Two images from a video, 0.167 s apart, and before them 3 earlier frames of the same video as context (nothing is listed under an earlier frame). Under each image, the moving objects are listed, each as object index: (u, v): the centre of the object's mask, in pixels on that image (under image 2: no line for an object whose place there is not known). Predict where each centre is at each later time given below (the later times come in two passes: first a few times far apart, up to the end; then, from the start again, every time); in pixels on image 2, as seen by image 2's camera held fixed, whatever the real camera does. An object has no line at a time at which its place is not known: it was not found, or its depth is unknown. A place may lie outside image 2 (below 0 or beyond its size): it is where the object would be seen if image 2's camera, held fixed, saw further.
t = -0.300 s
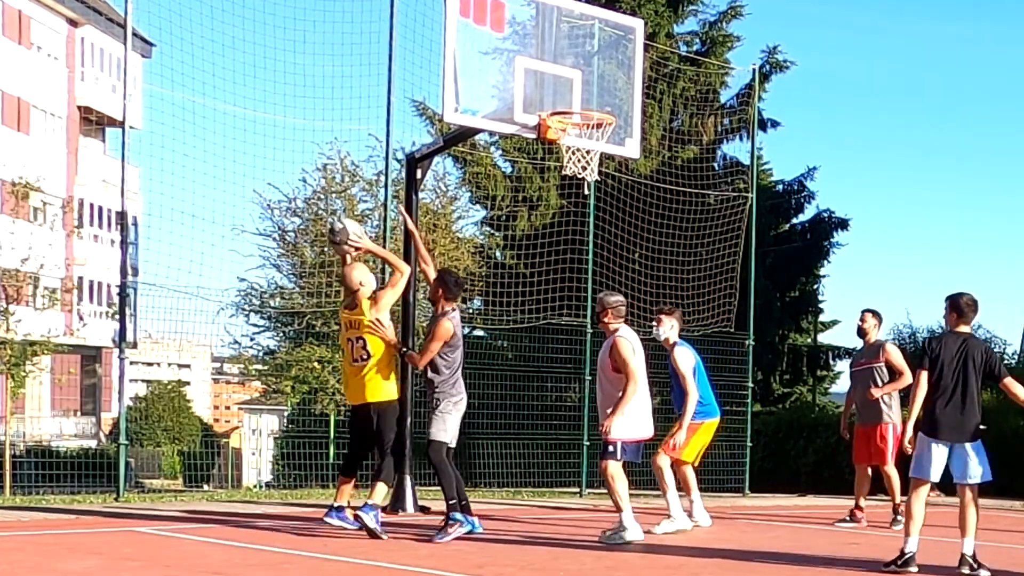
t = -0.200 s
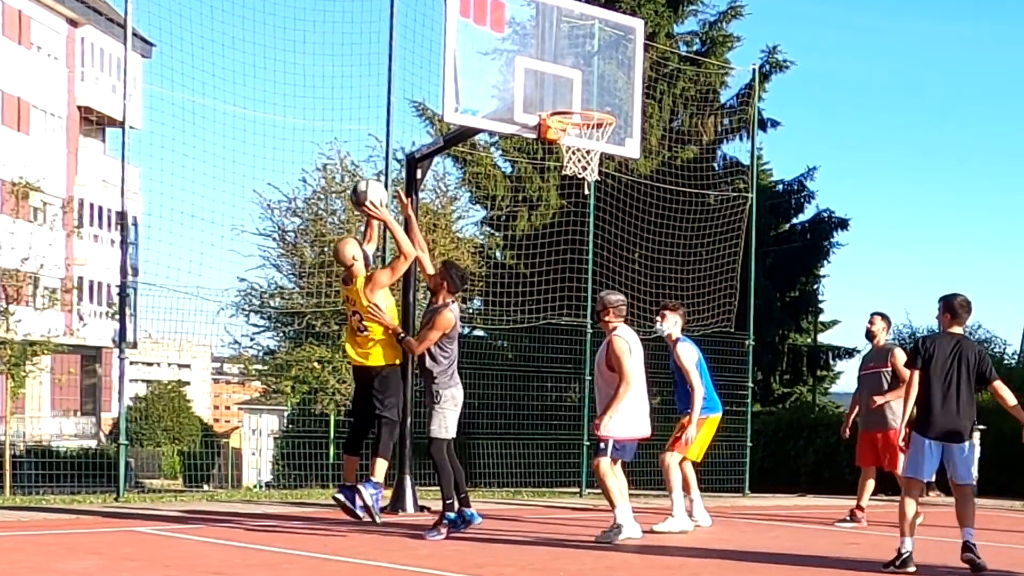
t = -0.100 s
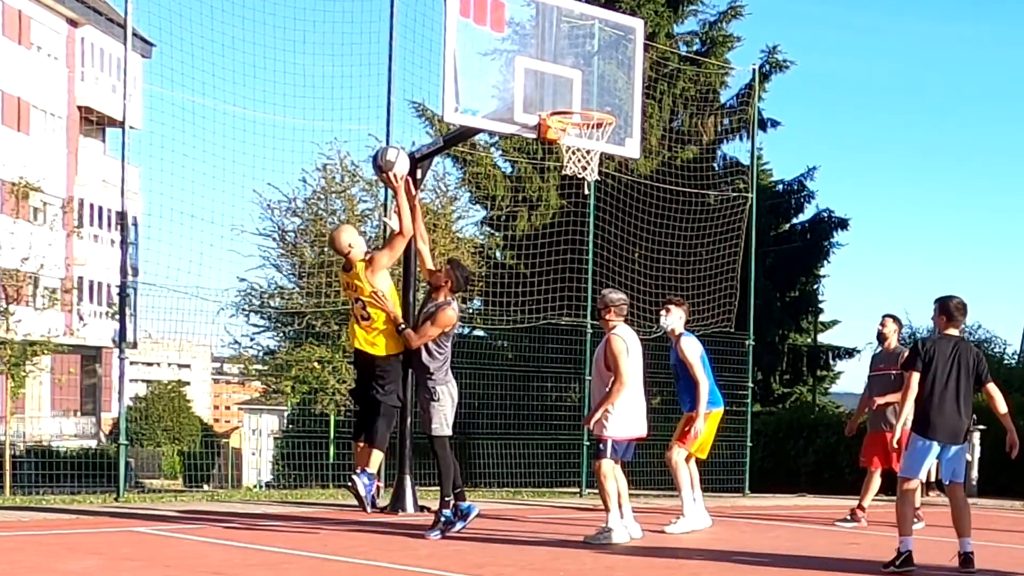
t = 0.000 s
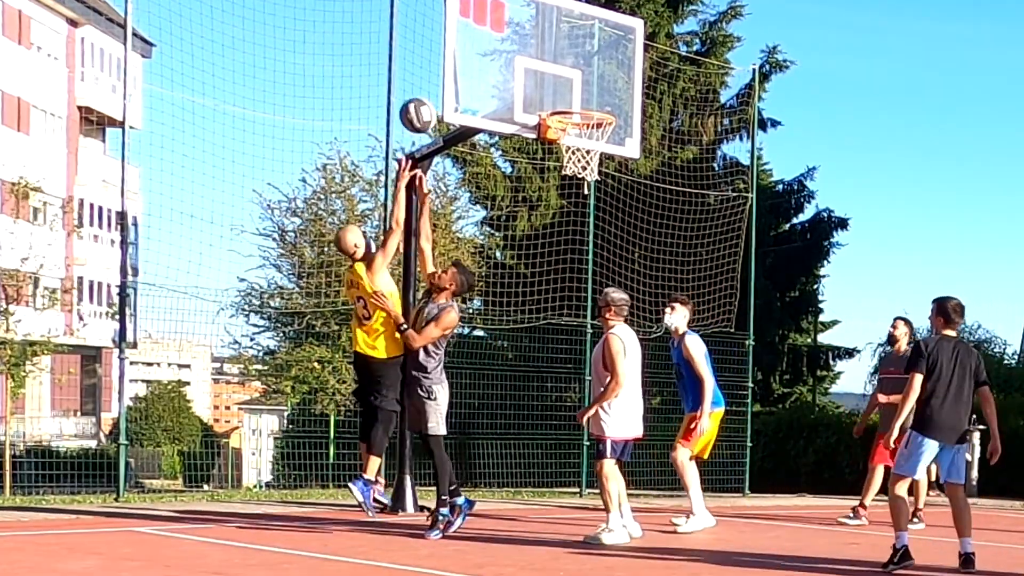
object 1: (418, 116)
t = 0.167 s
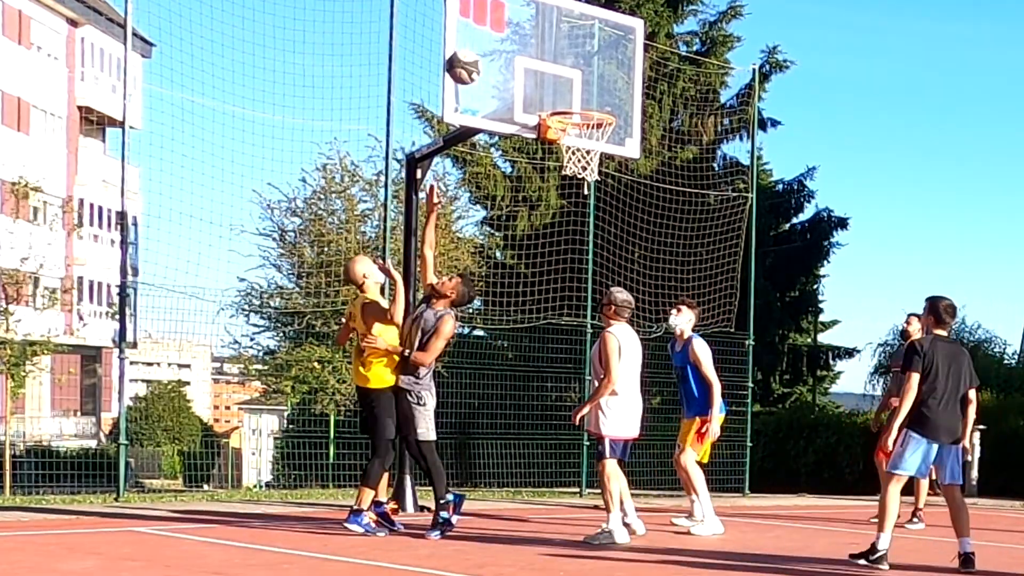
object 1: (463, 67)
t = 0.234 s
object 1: (480, 60)
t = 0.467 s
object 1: (537, 84)
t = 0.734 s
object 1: (571, 78)
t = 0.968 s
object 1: (592, 98)
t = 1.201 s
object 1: (603, 95)
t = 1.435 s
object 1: (598, 97)
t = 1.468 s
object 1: (596, 99)
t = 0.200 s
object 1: (472, 63)
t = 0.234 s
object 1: (480, 60)
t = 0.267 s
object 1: (489, 58)
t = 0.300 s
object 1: (497, 58)
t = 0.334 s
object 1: (505, 60)
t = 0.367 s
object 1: (513, 64)
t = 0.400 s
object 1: (521, 68)
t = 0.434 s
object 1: (529, 75)
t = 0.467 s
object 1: (537, 84)
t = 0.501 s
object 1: (544, 92)
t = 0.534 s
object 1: (549, 97)
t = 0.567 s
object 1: (554, 91)
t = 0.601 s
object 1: (557, 87)
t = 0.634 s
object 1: (559, 82)
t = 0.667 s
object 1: (563, 79)
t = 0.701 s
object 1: (567, 78)
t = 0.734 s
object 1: (571, 78)
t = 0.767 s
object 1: (574, 80)
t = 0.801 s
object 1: (577, 84)
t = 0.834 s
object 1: (580, 89)
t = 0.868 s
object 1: (584, 95)
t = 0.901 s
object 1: (587, 100)
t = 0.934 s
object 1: (590, 101)
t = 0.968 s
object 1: (592, 98)
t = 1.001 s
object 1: (594, 94)
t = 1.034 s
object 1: (595, 90)
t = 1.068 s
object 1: (597, 88)
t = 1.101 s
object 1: (598, 88)
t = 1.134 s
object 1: (600, 89)
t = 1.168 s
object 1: (601, 92)
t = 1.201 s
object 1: (603, 95)
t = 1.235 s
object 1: (605, 100)
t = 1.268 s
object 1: (605, 99)
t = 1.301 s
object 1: (603, 96)
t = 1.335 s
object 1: (602, 94)
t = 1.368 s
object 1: (601, 94)
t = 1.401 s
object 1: (599, 95)
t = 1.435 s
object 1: (598, 97)
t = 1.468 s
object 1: (596, 99)
